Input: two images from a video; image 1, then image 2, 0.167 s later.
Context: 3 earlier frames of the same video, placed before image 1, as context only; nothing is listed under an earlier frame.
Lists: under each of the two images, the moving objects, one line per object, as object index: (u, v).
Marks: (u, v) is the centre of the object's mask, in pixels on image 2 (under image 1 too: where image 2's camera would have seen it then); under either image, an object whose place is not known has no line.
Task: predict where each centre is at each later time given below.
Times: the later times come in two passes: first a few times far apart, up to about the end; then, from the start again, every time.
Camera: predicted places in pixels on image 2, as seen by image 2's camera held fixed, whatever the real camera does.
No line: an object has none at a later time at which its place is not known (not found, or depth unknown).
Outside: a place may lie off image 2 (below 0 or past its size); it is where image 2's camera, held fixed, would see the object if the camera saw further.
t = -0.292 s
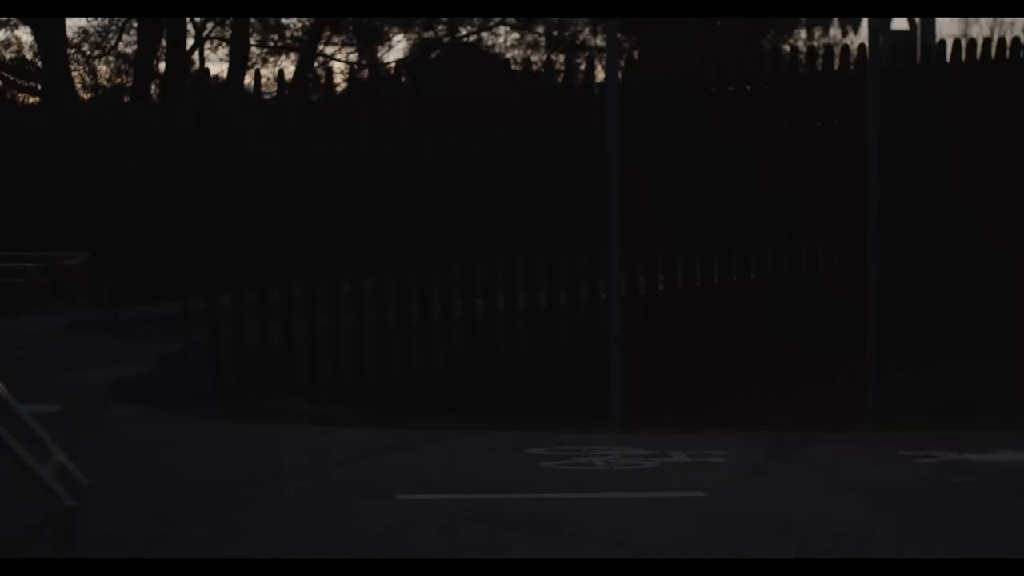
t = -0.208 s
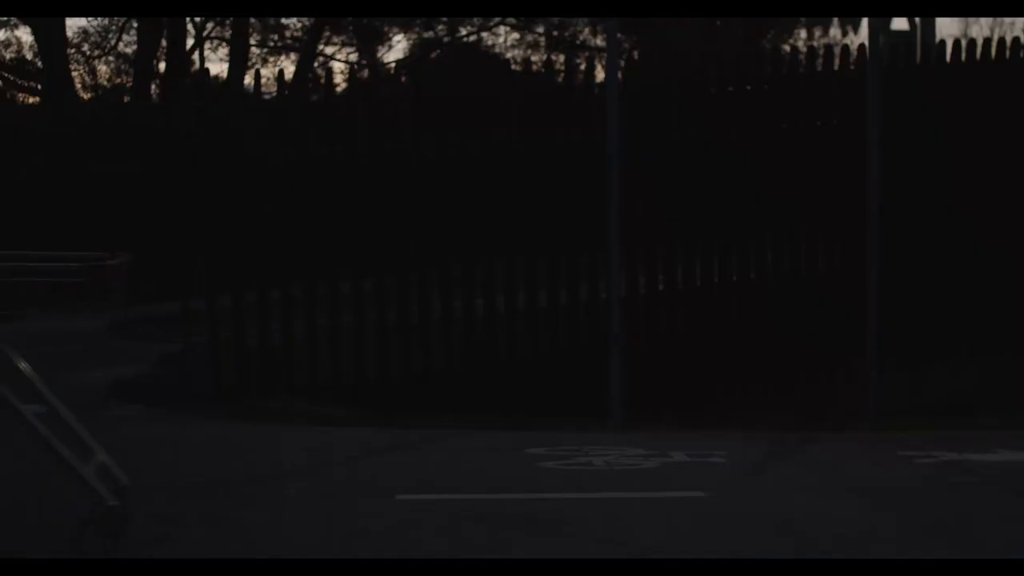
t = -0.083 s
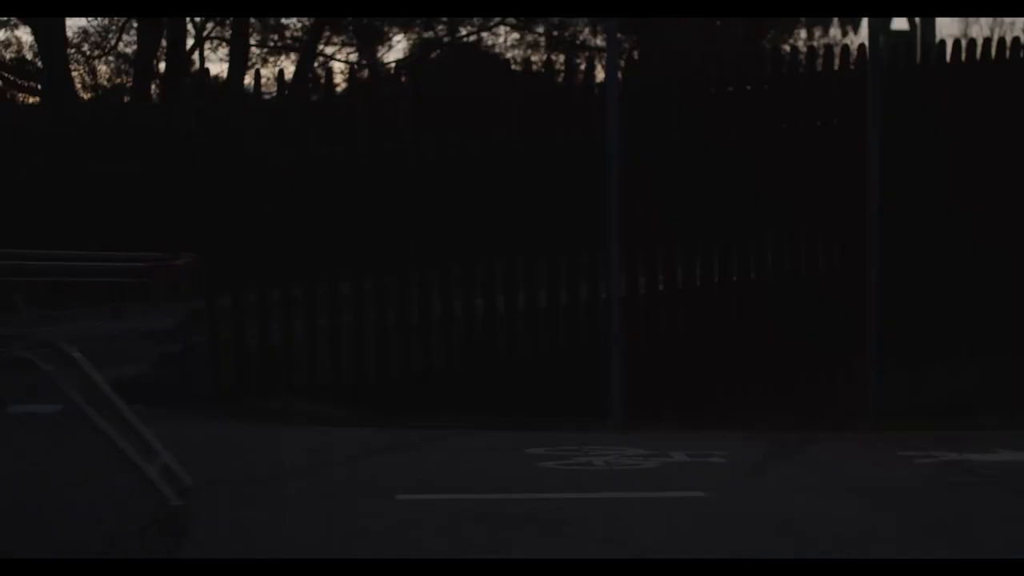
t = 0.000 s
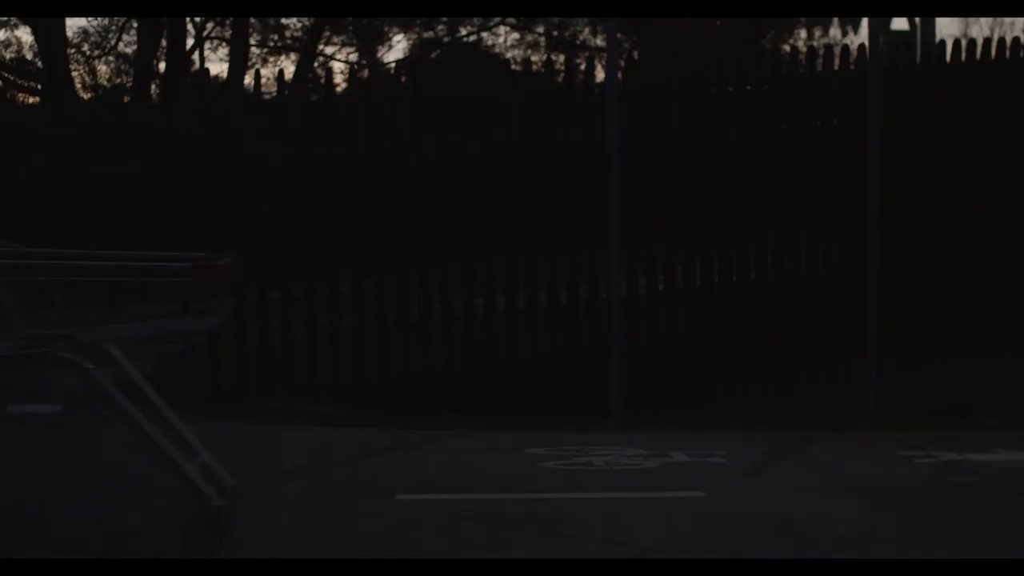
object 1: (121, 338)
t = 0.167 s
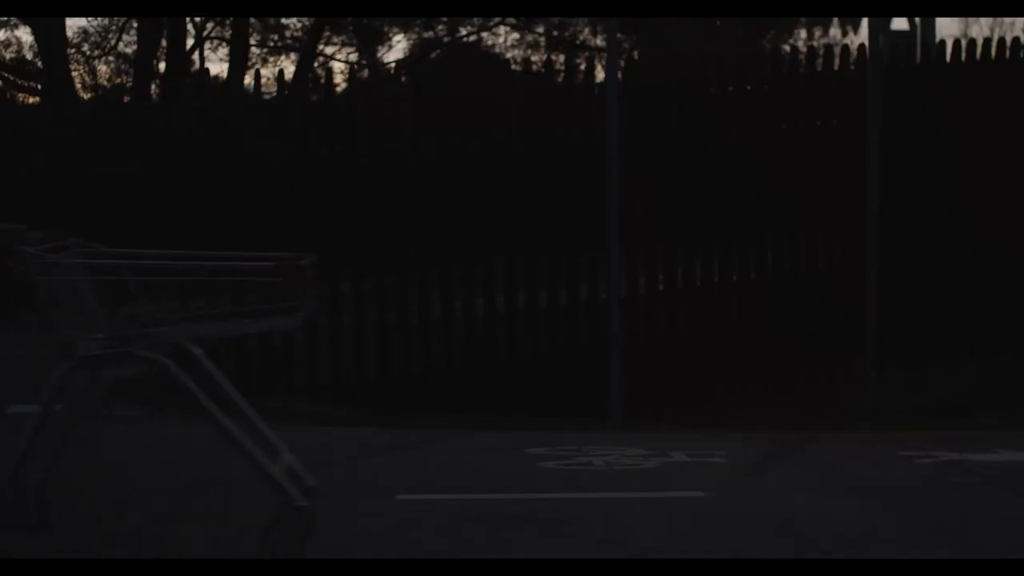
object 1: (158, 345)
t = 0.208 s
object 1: (181, 345)
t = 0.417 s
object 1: (274, 357)
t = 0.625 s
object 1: (378, 353)
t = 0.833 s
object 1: (475, 353)
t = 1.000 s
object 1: (559, 352)
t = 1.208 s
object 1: (653, 357)
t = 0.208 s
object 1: (181, 345)
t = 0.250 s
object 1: (195, 352)
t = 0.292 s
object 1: (216, 352)
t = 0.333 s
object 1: (238, 350)
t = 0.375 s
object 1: (258, 351)
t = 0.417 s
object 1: (274, 357)
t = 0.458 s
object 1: (299, 353)
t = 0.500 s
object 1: (314, 357)
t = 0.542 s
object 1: (339, 353)
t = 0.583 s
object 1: (354, 357)
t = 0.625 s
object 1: (378, 353)
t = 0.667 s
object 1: (399, 353)
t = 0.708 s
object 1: (420, 352)
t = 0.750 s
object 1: (443, 349)
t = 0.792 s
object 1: (463, 350)
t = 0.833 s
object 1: (475, 353)
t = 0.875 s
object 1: (500, 349)
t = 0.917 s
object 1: (522, 351)
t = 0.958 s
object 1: (541, 351)
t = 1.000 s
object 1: (559, 352)
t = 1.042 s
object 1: (576, 356)
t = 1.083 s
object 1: (594, 356)
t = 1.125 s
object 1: (613, 356)
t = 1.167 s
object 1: (632, 356)
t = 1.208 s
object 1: (653, 357)
